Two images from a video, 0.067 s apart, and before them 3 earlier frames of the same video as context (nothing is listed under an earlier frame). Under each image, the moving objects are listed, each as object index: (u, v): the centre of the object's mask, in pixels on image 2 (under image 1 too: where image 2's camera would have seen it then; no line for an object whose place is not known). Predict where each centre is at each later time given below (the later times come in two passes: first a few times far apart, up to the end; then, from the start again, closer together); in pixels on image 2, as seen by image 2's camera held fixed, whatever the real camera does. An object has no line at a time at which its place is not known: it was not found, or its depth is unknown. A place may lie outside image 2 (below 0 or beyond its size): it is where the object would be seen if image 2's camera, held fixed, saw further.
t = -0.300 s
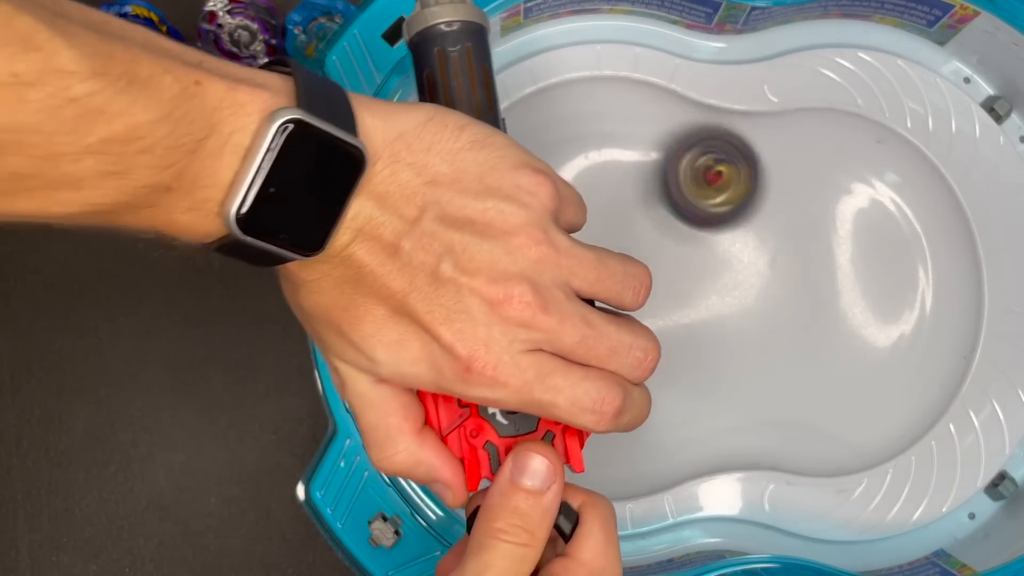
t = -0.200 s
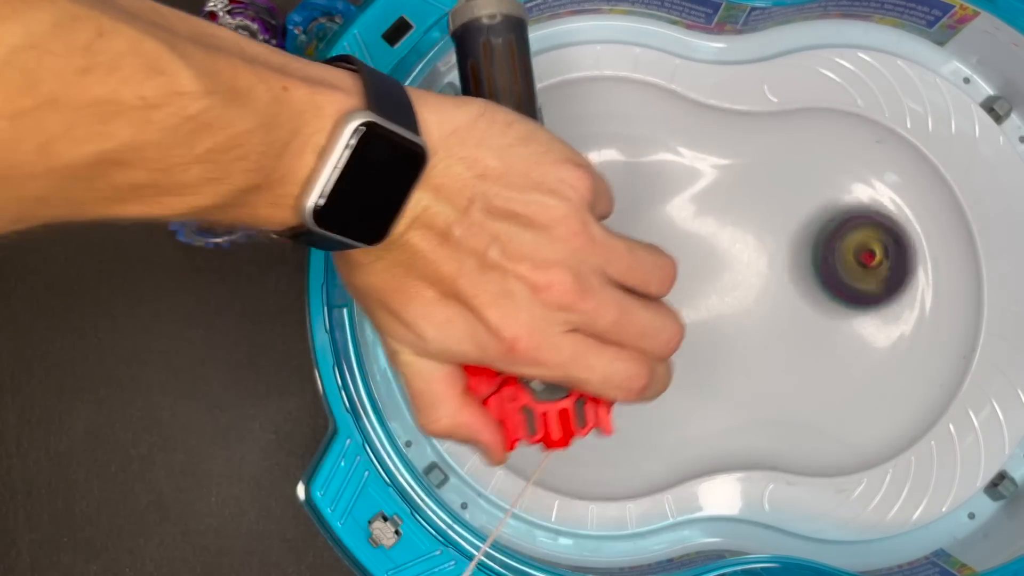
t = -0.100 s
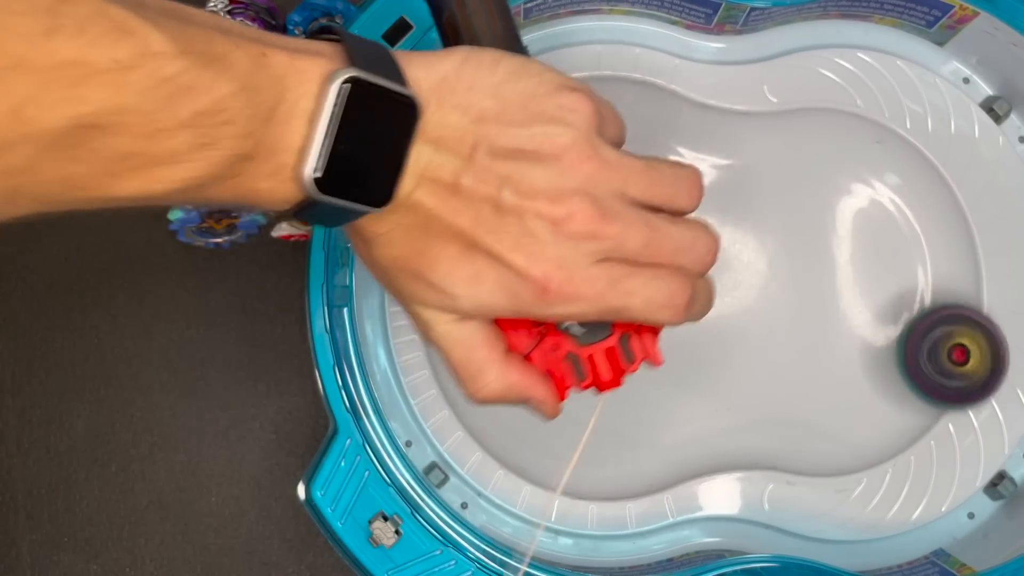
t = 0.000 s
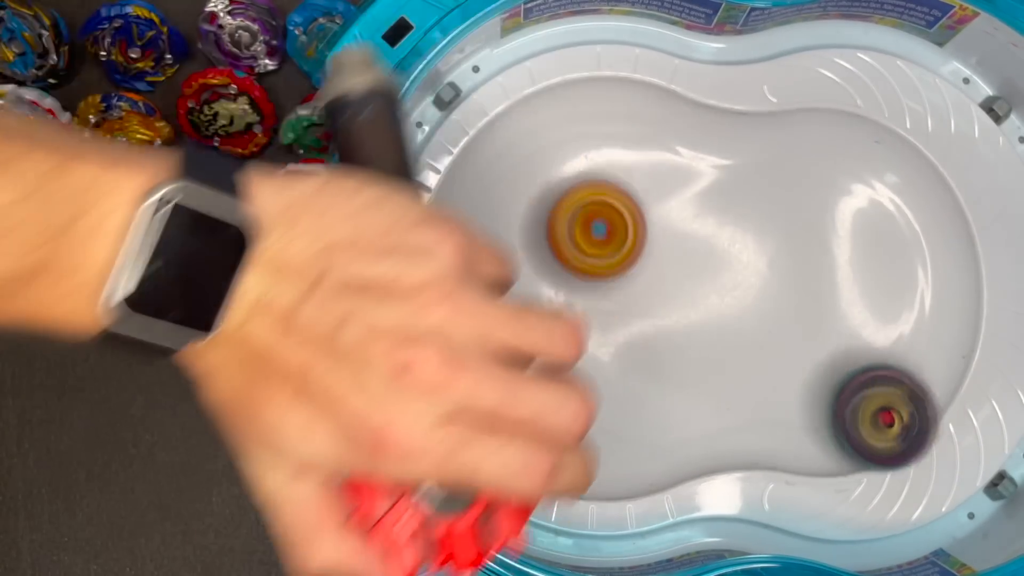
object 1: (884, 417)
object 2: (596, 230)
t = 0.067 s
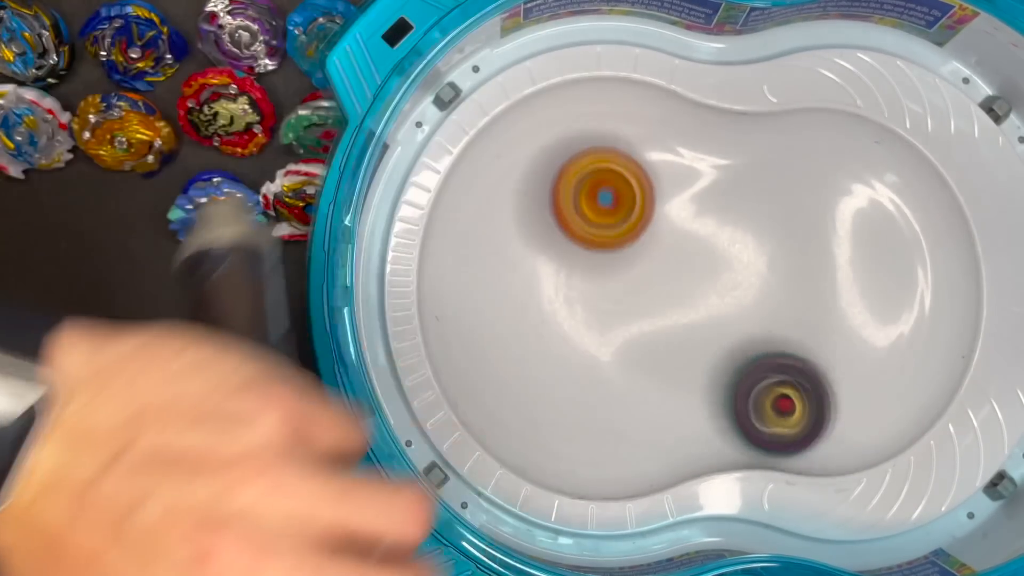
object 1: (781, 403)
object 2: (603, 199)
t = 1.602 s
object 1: (712, 308)
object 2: (846, 285)
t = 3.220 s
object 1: (606, 228)
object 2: (739, 339)
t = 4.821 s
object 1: (615, 279)
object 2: (869, 234)
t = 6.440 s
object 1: (595, 301)
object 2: (546, 172)
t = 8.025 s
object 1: (863, 230)
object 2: (691, 367)
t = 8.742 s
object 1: (781, 302)
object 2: (570, 153)
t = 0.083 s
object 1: (752, 395)
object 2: (604, 193)
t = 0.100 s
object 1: (723, 386)
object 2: (603, 187)
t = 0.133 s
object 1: (662, 366)
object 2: (602, 180)
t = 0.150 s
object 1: (633, 356)
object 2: (602, 177)
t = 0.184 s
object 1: (580, 336)
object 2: (599, 172)
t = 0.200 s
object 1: (557, 324)
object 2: (596, 172)
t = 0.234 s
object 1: (517, 297)
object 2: (591, 173)
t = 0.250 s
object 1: (500, 281)
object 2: (588, 174)
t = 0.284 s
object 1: (476, 245)
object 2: (581, 180)
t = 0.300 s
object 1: (470, 226)
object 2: (577, 185)
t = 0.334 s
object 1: (472, 190)
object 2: (570, 195)
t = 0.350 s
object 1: (481, 175)
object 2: (567, 203)
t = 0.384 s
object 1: (494, 147)
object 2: (571, 221)
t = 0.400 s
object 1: (507, 137)
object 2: (572, 229)
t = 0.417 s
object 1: (520, 129)
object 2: (574, 238)
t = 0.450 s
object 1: (555, 126)
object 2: (576, 248)
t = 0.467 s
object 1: (577, 129)
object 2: (578, 252)
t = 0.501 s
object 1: (628, 142)
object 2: (584, 255)
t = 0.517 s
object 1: (654, 152)
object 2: (589, 255)
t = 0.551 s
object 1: (710, 177)
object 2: (598, 254)
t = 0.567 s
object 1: (735, 191)
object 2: (604, 250)
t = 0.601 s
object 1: (786, 218)
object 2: (614, 239)
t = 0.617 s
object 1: (810, 231)
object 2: (619, 233)
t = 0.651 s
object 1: (855, 254)
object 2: (622, 219)
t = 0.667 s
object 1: (875, 266)
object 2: (623, 210)
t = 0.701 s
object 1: (909, 293)
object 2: (617, 189)
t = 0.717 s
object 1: (923, 308)
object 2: (613, 182)
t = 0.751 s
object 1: (943, 341)
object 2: (601, 170)
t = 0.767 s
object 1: (946, 356)
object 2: (593, 169)
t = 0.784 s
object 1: (943, 370)
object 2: (584, 167)
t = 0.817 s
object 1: (925, 395)
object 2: (567, 174)
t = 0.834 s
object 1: (909, 403)
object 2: (558, 179)
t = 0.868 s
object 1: (867, 411)
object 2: (545, 199)
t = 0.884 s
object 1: (842, 412)
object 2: (540, 209)
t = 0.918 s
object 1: (789, 407)
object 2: (538, 235)
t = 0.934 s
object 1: (761, 401)
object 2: (538, 247)
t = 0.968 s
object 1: (704, 384)
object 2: (547, 273)
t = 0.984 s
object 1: (675, 375)
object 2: (553, 285)
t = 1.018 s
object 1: (658, 382)
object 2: (541, 277)
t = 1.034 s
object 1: (696, 423)
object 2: (483, 227)
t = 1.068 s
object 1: (770, 419)
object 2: (439, 142)
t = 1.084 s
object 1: (803, 406)
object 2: (450, 112)
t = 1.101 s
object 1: (836, 390)
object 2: (513, 130)
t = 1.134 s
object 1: (901, 356)
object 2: (651, 191)
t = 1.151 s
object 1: (931, 335)
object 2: (720, 218)
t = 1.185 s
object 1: (977, 296)
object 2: (849, 280)
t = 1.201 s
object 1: (988, 276)
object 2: (902, 306)
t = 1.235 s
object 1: (1002, 239)
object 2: (987, 353)
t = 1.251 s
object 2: (996, 355)
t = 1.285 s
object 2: (1015, 357)
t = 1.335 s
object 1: (1010, 200)
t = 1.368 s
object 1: (993, 213)
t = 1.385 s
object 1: (982, 220)
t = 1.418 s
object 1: (934, 237)
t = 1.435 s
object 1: (905, 246)
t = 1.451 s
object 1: (874, 254)
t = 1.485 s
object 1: (812, 269)
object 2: (1004, 344)
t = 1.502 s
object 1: (798, 277)
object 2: (994, 340)
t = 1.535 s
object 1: (774, 287)
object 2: (959, 329)
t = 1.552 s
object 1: (758, 293)
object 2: (928, 321)
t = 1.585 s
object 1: (724, 305)
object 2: (874, 298)
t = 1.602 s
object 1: (712, 308)
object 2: (846, 285)
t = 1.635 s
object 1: (689, 314)
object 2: (799, 263)
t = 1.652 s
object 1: (675, 316)
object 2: (778, 253)
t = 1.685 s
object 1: (659, 321)
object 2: (741, 235)
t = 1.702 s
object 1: (650, 321)
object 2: (723, 230)
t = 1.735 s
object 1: (635, 324)
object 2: (689, 225)
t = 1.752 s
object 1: (629, 323)
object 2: (672, 223)
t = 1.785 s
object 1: (618, 324)
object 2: (634, 223)
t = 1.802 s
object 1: (615, 328)
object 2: (619, 219)
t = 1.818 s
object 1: (610, 335)
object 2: (604, 210)
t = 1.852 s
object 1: (605, 340)
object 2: (577, 197)
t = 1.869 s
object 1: (600, 342)
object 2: (563, 194)
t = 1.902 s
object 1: (594, 340)
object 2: (540, 195)
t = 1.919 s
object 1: (589, 337)
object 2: (530, 196)
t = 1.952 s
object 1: (584, 331)
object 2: (510, 206)
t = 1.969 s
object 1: (580, 326)
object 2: (503, 214)
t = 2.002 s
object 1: (576, 318)
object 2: (493, 232)
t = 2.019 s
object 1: (575, 311)
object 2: (489, 245)
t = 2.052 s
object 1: (582, 304)
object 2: (480, 268)
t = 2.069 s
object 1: (591, 300)
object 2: (475, 277)
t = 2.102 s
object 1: (604, 293)
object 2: (470, 302)
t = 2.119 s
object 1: (609, 291)
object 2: (472, 315)
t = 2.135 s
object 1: (613, 289)
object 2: (479, 328)
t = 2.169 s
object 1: (624, 287)
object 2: (495, 355)
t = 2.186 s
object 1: (630, 284)
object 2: (510, 366)
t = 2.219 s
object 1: (640, 282)
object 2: (539, 379)
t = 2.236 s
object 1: (646, 281)
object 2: (554, 384)
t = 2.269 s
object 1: (657, 276)
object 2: (590, 382)
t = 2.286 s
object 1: (662, 275)
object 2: (605, 377)
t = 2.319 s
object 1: (675, 268)
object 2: (636, 365)
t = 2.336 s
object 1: (685, 261)
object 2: (645, 363)
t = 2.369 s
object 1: (709, 247)
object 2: (661, 352)
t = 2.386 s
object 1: (719, 241)
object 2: (670, 343)
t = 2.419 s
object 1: (747, 233)
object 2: (685, 323)
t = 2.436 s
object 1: (761, 227)
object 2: (693, 310)
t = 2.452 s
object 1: (777, 223)
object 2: (698, 297)
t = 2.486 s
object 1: (808, 214)
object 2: (706, 273)
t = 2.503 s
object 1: (821, 210)
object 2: (709, 259)
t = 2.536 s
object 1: (851, 202)
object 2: (710, 239)
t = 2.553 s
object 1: (865, 201)
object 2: (709, 228)
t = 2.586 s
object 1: (894, 206)
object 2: (703, 211)
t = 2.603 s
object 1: (904, 209)
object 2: (698, 202)
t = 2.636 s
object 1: (926, 228)
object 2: (685, 189)
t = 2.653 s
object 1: (935, 238)
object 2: (677, 180)
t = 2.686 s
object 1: (941, 267)
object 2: (659, 167)
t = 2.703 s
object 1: (942, 284)
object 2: (650, 158)
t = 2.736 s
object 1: (933, 318)
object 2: (626, 148)
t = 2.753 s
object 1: (924, 333)
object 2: (614, 141)
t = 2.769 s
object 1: (914, 343)
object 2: (598, 139)
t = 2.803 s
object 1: (885, 361)
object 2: (570, 143)
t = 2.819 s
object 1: (870, 366)
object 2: (553, 150)
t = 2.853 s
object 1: (839, 367)
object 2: (529, 172)
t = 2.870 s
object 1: (823, 365)
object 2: (518, 188)
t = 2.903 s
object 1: (794, 352)
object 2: (509, 220)
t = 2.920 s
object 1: (778, 345)
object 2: (507, 239)
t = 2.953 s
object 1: (750, 327)
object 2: (515, 271)
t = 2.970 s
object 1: (735, 317)
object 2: (520, 288)
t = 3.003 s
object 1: (710, 303)
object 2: (540, 312)
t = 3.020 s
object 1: (700, 294)
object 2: (551, 326)
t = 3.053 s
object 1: (679, 279)
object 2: (578, 342)
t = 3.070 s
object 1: (670, 273)
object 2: (592, 350)
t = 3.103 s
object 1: (654, 259)
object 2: (622, 354)
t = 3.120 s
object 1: (644, 253)
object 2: (637, 357)
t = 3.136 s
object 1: (638, 247)
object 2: (654, 354)
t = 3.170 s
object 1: (624, 239)
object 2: (686, 349)
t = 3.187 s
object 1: (619, 235)
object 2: (703, 344)
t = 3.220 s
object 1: (606, 228)
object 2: (739, 339)
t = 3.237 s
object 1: (599, 226)
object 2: (756, 333)
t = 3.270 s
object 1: (589, 217)
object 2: (787, 327)
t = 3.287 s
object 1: (583, 213)
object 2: (798, 323)
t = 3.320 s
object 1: (575, 202)
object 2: (824, 315)
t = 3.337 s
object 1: (571, 196)
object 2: (833, 311)
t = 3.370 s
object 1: (565, 185)
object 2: (852, 303)
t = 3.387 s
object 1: (564, 180)
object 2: (859, 300)
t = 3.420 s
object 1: (564, 170)
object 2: (873, 287)
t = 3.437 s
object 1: (564, 166)
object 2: (878, 282)
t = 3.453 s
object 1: (567, 162)
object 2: (883, 273)
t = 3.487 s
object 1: (572, 156)
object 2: (886, 257)
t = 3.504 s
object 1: (577, 156)
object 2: (887, 248)
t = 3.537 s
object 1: (586, 156)
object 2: (883, 232)
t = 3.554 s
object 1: (590, 159)
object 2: (878, 223)
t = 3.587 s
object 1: (598, 166)
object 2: (868, 210)
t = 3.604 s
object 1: (600, 170)
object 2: (860, 205)
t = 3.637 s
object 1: (605, 184)
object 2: (846, 200)
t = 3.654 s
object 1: (609, 191)
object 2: (838, 199)
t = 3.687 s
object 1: (610, 206)
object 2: (823, 202)
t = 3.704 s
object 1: (610, 216)
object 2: (817, 206)
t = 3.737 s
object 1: (609, 235)
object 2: (804, 214)
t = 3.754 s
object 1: (606, 244)
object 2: (799, 220)
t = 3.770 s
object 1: (605, 253)
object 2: (793, 225)
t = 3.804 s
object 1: (597, 270)
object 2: (783, 234)
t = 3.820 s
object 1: (594, 280)
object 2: (777, 240)
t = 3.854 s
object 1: (585, 296)
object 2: (768, 249)
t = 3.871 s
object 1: (578, 303)
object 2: (763, 254)
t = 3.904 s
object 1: (569, 316)
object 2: (757, 264)
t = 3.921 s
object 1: (564, 320)
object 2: (754, 269)
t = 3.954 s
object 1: (553, 329)
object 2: (749, 278)
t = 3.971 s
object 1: (549, 333)
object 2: (749, 283)
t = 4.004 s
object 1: (540, 337)
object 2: (745, 292)
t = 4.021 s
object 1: (534, 338)
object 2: (746, 295)
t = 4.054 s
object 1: (528, 338)
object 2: (745, 303)
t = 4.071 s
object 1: (525, 335)
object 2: (744, 306)
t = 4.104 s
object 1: (521, 330)
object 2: (745, 312)
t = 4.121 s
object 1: (520, 328)
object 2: (745, 315)
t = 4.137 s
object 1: (519, 324)
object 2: (747, 318)
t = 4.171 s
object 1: (521, 317)
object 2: (748, 322)
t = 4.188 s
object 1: (525, 313)
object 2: (750, 322)
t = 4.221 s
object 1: (531, 305)
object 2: (752, 325)
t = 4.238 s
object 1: (536, 302)
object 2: (752, 325)
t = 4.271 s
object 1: (547, 296)
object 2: (755, 325)
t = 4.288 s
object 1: (551, 292)
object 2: (754, 326)
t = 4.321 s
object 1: (565, 289)
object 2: (756, 323)
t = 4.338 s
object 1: (574, 286)
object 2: (757, 323)
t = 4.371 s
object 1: (590, 284)
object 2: (756, 319)
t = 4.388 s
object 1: (598, 285)
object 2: (756, 317)
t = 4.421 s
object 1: (614, 286)
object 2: (754, 312)
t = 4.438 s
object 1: (621, 287)
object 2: (752, 308)
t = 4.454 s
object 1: (630, 290)
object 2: (749, 305)
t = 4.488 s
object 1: (639, 294)
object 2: (754, 300)
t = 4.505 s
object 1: (634, 295)
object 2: (766, 295)
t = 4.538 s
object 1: (628, 296)
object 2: (787, 290)
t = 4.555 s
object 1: (626, 296)
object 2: (794, 288)
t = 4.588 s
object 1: (625, 296)
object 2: (809, 282)
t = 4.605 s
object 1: (624, 297)
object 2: (816, 280)
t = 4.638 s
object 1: (624, 296)
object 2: (828, 276)
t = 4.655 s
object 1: (622, 294)
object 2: (834, 272)
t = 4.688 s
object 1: (621, 293)
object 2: (845, 267)
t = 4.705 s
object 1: (621, 292)
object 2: (849, 264)
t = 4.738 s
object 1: (619, 288)
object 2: (858, 256)
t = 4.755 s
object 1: (617, 286)
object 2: (862, 252)
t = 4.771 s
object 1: (618, 283)
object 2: (864, 247)
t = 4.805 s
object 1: (616, 280)
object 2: (868, 238)
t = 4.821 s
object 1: (615, 279)
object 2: (869, 234)
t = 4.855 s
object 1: (615, 276)
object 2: (868, 225)
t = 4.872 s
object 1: (616, 273)
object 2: (867, 221)
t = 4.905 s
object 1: (615, 269)
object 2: (862, 215)
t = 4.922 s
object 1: (616, 269)
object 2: (857, 213)
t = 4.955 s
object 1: (616, 265)
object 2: (850, 210)
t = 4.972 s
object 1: (615, 262)
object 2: (846, 211)
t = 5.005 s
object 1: (614, 258)
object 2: (837, 214)
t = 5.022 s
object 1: (615, 257)
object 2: (833, 215)
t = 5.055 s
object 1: (616, 254)
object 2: (825, 223)
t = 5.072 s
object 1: (615, 252)
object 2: (820, 229)
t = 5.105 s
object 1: (615, 250)
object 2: (814, 238)
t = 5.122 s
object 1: (618, 248)
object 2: (811, 243)
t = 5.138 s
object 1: (617, 248)
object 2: (808, 248)
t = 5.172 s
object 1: (618, 247)
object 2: (803, 258)
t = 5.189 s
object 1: (619, 246)
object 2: (802, 264)
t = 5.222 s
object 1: (619, 246)
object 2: (799, 274)
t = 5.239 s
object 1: (619, 247)
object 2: (798, 277)
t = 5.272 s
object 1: (618, 247)
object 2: (797, 286)
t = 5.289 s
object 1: (618, 246)
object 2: (796, 292)
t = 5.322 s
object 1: (616, 248)
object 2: (795, 299)
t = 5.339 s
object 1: (616, 250)
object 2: (795, 303)
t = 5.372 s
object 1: (614, 251)
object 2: (796, 310)
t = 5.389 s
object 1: (612, 250)
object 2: (795, 313)
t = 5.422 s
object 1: (609, 251)
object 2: (795, 318)
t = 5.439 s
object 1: (609, 252)
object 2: (797, 321)
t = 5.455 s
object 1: (606, 251)
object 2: (796, 323)
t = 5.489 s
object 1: (604, 251)
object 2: (798, 325)
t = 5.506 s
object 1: (604, 252)
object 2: (799, 327)
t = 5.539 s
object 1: (600, 250)
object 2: (800, 329)
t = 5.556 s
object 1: (597, 249)
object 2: (801, 329)
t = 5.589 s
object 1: (595, 248)
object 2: (802, 329)
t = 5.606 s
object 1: (596, 247)
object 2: (802, 329)
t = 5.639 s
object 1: (594, 246)
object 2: (801, 326)
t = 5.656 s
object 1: (594, 246)
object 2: (802, 324)
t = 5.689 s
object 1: (593, 245)
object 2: (801, 320)
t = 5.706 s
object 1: (595, 245)
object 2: (799, 318)
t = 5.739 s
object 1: (595, 245)
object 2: (796, 312)
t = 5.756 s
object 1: (595, 246)
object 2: (796, 309)
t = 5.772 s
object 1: (595, 246)
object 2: (793, 306)
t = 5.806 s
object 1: (596, 247)
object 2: (788, 297)
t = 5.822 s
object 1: (596, 249)
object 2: (786, 293)
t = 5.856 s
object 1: (597, 250)
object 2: (779, 284)
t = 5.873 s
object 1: (599, 251)
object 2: (775, 278)
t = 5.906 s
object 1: (598, 253)
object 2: (766, 268)
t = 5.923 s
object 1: (597, 255)
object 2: (762, 264)
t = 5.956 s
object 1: (597, 258)
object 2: (751, 254)
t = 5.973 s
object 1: (599, 259)
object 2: (744, 249)
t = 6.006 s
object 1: (600, 262)
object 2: (731, 240)
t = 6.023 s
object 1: (599, 264)
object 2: (724, 237)
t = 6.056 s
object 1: (599, 267)
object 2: (709, 230)
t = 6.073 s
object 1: (599, 268)
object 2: (700, 225)
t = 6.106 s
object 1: (599, 273)
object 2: (685, 218)
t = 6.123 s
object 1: (595, 276)
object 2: (678, 215)
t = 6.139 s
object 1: (595, 278)
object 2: (671, 209)
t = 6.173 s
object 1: (592, 281)
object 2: (657, 200)
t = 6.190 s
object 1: (589, 282)
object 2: (650, 195)
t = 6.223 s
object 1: (587, 282)
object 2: (636, 185)
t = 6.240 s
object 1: (588, 283)
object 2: (628, 179)
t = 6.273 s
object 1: (587, 283)
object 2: (615, 171)
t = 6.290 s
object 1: (585, 282)
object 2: (608, 171)
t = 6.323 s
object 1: (585, 281)
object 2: (593, 170)
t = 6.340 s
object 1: (585, 282)
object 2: (585, 171)
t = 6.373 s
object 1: (586, 281)
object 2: (571, 177)
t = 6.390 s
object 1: (587, 280)
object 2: (565, 182)
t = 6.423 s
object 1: (592, 295)
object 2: (550, 173)
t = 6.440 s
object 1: (595, 301)
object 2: (546, 172)
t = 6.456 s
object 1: (597, 304)
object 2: (538, 172)
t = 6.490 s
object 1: (602, 314)
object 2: (526, 178)
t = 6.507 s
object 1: (604, 319)
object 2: (522, 183)
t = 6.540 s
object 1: (608, 328)
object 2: (514, 197)
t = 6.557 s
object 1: (610, 331)
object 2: (510, 204)
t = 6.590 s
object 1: (612, 339)
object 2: (508, 220)
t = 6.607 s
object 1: (612, 344)
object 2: (509, 227)
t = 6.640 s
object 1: (612, 351)
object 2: (513, 243)
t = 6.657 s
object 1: (613, 354)
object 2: (518, 250)
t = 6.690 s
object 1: (611, 360)
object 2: (528, 263)
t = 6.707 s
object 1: (609, 361)
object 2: (535, 269)
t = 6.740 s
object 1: (609, 365)
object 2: (547, 276)
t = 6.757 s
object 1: (619, 377)
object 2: (544, 265)
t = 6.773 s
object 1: (629, 388)
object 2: (539, 253)
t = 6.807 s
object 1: (642, 404)
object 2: (540, 238)
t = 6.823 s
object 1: (646, 411)
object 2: (542, 234)
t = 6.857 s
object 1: (649, 421)
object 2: (543, 230)
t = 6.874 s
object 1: (649, 423)
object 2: (544, 228)
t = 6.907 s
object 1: (645, 426)
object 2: (548, 223)
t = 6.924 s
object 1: (640, 425)
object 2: (549, 220)
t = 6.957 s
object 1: (633, 421)
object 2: (554, 217)
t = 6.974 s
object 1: (629, 417)
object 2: (558, 215)
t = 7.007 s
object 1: (621, 405)
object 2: (565, 211)
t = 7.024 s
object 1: (619, 398)
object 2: (569, 210)
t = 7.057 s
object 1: (616, 383)
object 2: (577, 208)
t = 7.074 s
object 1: (616, 374)
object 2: (581, 206)
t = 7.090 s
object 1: (615, 365)
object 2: (587, 205)
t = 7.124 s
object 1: (616, 346)
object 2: (596, 204)
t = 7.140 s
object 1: (616, 337)
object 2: (600, 204)
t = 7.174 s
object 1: (619, 316)
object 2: (610, 203)
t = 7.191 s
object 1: (622, 304)
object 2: (614, 202)
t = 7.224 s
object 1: (632, 304)
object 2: (624, 174)
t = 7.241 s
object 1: (635, 310)
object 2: (628, 155)
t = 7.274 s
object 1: (644, 313)
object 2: (632, 131)
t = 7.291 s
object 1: (647, 314)
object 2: (633, 122)
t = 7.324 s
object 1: (653, 310)
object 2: (626, 108)
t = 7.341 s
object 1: (656, 308)
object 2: (622, 108)
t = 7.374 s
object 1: (659, 299)
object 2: (609, 111)
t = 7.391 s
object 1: (661, 296)
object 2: (601, 119)
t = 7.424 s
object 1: (664, 286)
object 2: (588, 133)
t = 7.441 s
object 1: (667, 282)
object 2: (581, 141)
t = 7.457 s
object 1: (669, 277)
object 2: (581, 147)
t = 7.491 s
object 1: (673, 267)
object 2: (579, 165)
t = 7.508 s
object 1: (675, 262)
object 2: (582, 176)
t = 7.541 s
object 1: (681, 252)
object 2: (588, 196)
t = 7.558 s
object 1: (686, 248)
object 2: (591, 207)
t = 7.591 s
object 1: (703, 243)
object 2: (591, 224)
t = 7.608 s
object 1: (710, 239)
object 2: (591, 233)
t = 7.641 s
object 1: (724, 235)
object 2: (596, 251)
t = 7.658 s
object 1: (731, 232)
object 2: (596, 261)
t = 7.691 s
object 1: (746, 228)
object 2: (603, 278)
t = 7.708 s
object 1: (752, 226)
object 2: (605, 285)
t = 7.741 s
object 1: (767, 222)
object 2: (612, 302)
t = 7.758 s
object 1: (773, 221)
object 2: (615, 307)
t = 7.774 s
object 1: (780, 220)
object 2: (620, 316)
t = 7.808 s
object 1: (793, 216)
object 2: (627, 329)
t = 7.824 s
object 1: (800, 216)
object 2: (630, 336)
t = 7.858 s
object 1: (812, 214)
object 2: (640, 346)
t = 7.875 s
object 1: (818, 213)
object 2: (643, 350)
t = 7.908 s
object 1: (829, 212)
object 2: (653, 357)
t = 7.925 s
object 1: (835, 214)
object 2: (658, 359)
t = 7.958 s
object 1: (845, 216)
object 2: (669, 365)
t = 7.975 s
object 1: (850, 219)
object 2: (674, 366)
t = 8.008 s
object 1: (859, 225)
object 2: (684, 368)
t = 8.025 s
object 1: (863, 230)
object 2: (691, 367)
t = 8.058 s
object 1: (868, 238)
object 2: (700, 367)
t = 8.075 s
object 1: (871, 244)
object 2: (706, 365)
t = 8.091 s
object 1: (872, 249)
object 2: (710, 364)
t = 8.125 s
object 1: (873, 261)
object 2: (720, 358)
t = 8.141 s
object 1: (873, 266)
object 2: (723, 355)
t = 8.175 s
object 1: (871, 278)
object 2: (731, 347)
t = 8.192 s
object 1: (868, 283)
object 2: (732, 341)
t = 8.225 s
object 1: (863, 294)
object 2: (737, 331)
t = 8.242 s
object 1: (859, 298)
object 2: (738, 323)
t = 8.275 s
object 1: (850, 308)
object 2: (740, 312)
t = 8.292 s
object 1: (845, 311)
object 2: (742, 304)
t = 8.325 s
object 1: (841, 316)
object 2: (736, 288)
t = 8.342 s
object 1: (838, 319)
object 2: (735, 278)
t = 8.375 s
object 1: (835, 325)
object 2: (729, 259)
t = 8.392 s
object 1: (833, 327)
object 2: (728, 251)
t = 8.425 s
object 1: (829, 329)
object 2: (720, 233)
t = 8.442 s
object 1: (827, 330)
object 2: (716, 226)
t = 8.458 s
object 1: (824, 330)
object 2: (710, 218)
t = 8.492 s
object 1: (819, 330)
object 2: (698, 203)
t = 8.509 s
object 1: (816, 329)
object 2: (691, 197)
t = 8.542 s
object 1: (811, 327)
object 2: (678, 184)
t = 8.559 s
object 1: (808, 326)
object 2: (671, 177)
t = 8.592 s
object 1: (803, 323)
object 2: (659, 165)
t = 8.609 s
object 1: (800, 321)
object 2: (651, 158)
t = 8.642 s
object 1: (796, 317)
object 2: (634, 150)
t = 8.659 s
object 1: (793, 315)
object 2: (624, 145)
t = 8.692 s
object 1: (788, 310)
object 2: (602, 143)
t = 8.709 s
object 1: (785, 308)
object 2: (591, 144)
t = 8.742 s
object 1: (781, 302)
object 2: (570, 153)
